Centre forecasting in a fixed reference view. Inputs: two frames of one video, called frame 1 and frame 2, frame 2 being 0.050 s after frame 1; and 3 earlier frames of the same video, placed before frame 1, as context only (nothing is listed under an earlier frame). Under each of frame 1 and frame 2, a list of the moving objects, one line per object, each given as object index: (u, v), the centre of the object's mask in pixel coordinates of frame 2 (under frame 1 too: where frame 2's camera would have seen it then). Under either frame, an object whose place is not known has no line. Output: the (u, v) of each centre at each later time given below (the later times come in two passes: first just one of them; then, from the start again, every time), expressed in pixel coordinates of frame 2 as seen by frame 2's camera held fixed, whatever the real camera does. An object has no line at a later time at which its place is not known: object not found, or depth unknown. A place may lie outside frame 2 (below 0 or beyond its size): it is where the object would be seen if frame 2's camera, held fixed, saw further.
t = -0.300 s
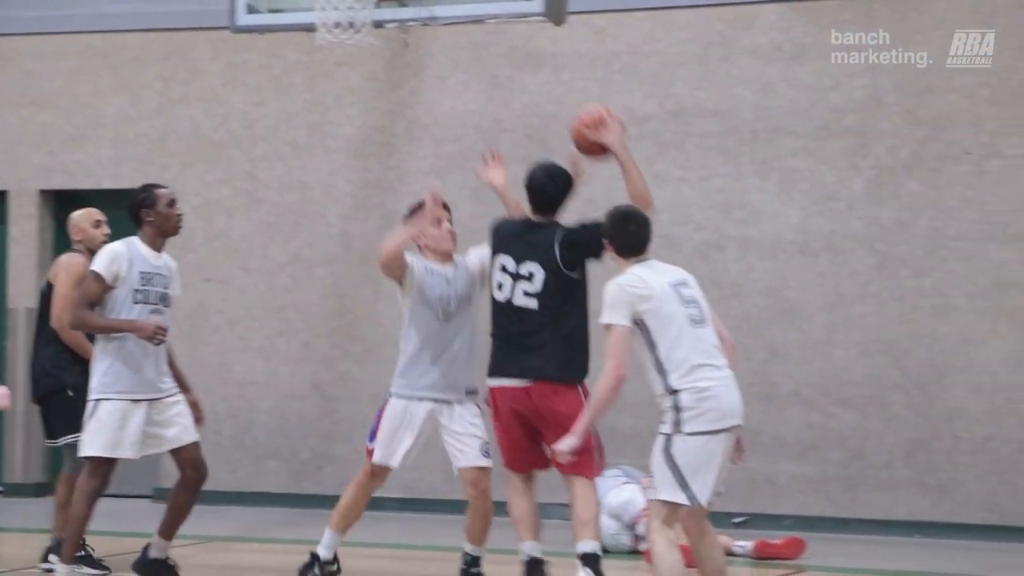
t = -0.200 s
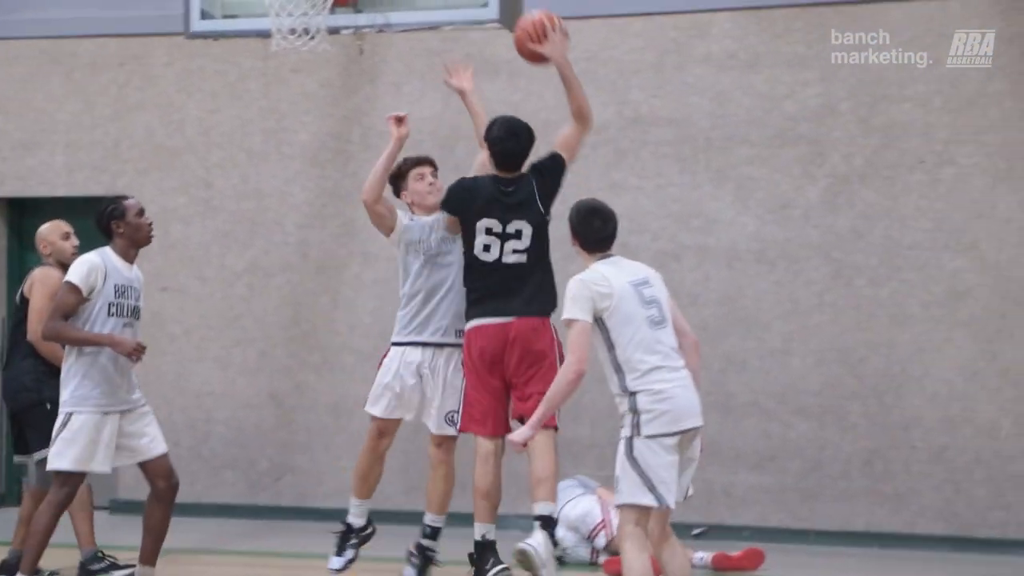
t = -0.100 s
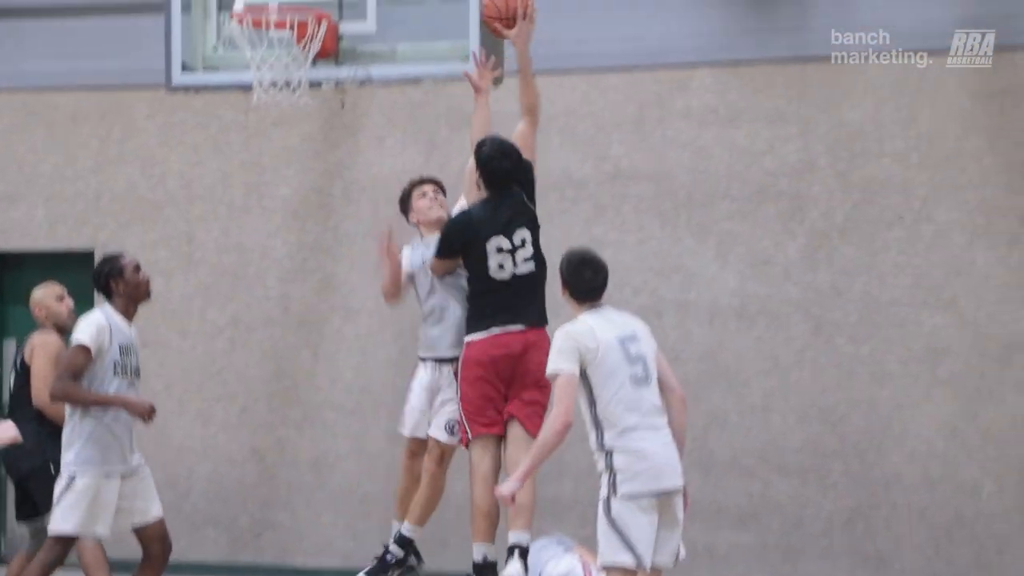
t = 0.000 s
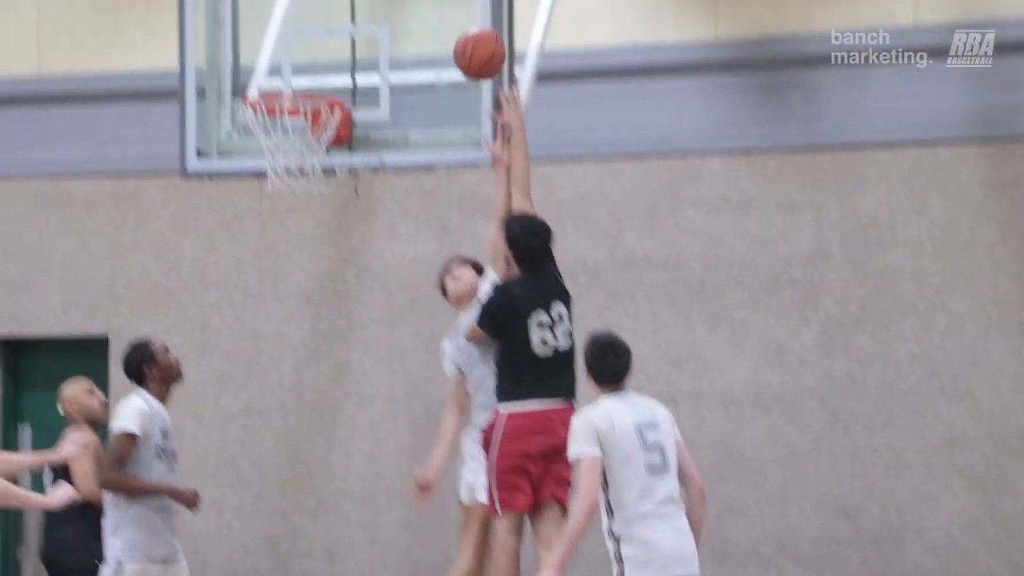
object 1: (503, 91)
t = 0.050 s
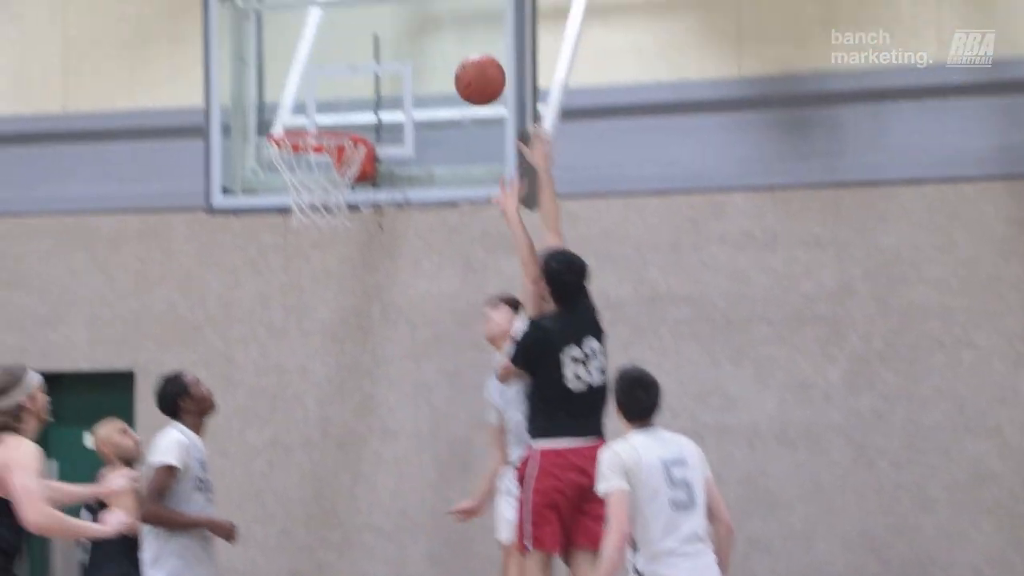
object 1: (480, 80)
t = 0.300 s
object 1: (375, 100)
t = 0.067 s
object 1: (472, 77)
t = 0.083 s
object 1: (465, 76)
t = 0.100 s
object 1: (458, 74)
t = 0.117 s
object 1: (450, 73)
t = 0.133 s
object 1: (444, 73)
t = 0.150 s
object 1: (437, 74)
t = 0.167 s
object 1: (429, 75)
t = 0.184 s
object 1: (423, 77)
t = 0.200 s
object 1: (416, 79)
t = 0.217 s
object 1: (409, 82)
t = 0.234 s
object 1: (402, 85)
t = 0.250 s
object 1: (396, 88)
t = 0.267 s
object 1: (389, 92)
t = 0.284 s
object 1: (383, 96)
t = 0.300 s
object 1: (375, 100)
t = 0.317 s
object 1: (366, 105)
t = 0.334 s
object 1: (357, 109)
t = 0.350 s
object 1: (348, 112)
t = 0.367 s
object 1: (339, 116)
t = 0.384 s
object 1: (330, 118)
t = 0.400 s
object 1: (321, 121)
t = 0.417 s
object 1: (310, 138)
